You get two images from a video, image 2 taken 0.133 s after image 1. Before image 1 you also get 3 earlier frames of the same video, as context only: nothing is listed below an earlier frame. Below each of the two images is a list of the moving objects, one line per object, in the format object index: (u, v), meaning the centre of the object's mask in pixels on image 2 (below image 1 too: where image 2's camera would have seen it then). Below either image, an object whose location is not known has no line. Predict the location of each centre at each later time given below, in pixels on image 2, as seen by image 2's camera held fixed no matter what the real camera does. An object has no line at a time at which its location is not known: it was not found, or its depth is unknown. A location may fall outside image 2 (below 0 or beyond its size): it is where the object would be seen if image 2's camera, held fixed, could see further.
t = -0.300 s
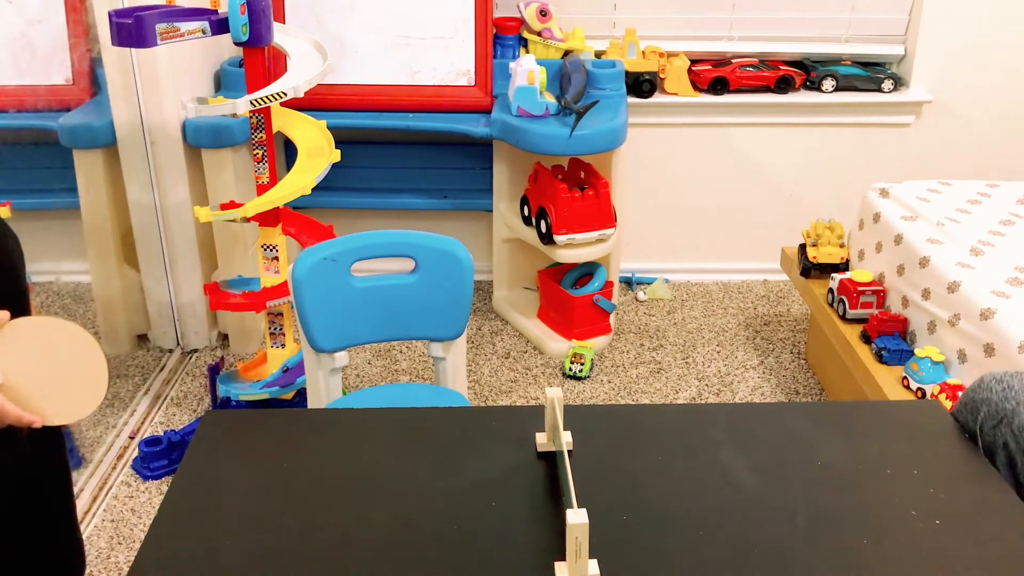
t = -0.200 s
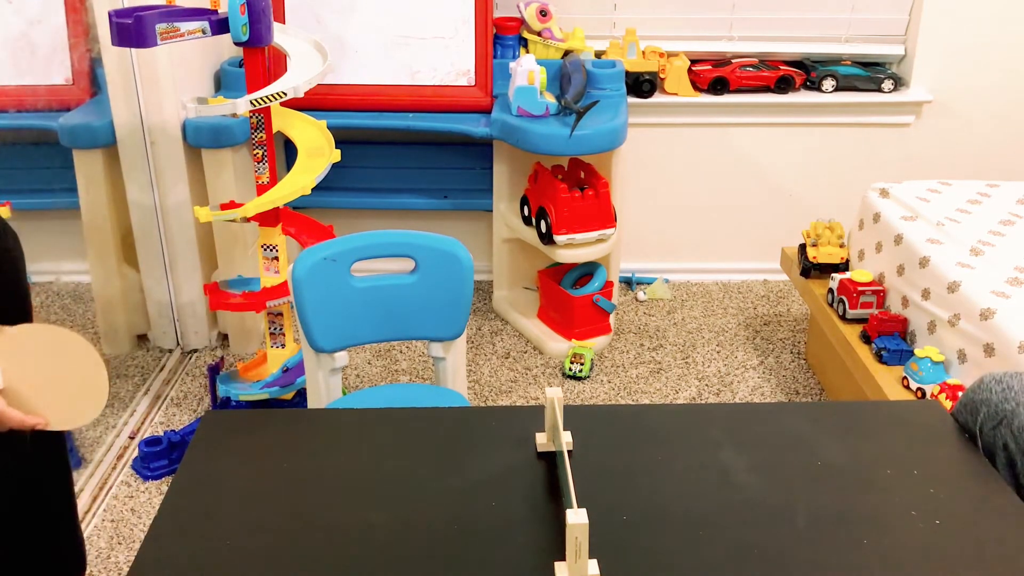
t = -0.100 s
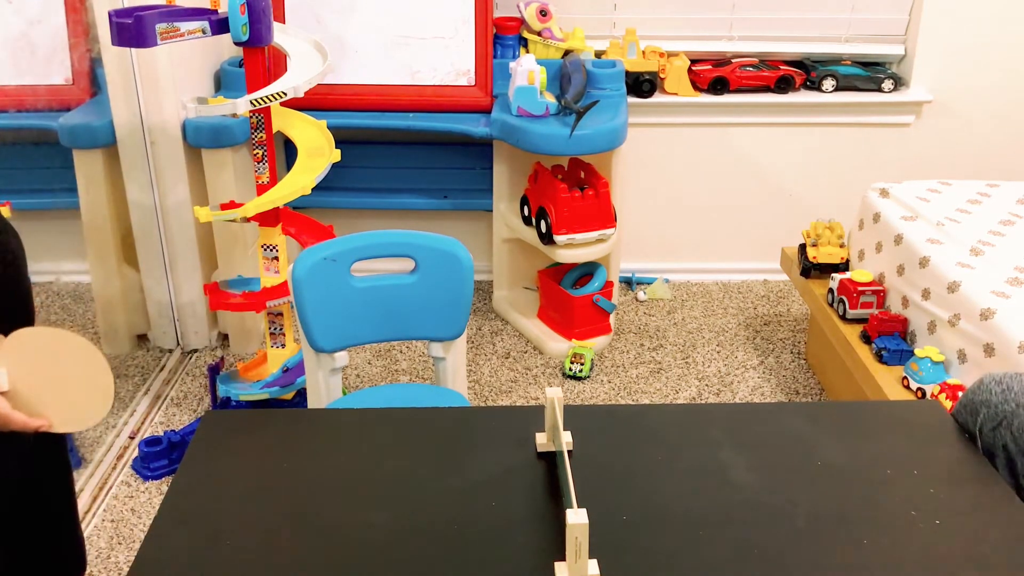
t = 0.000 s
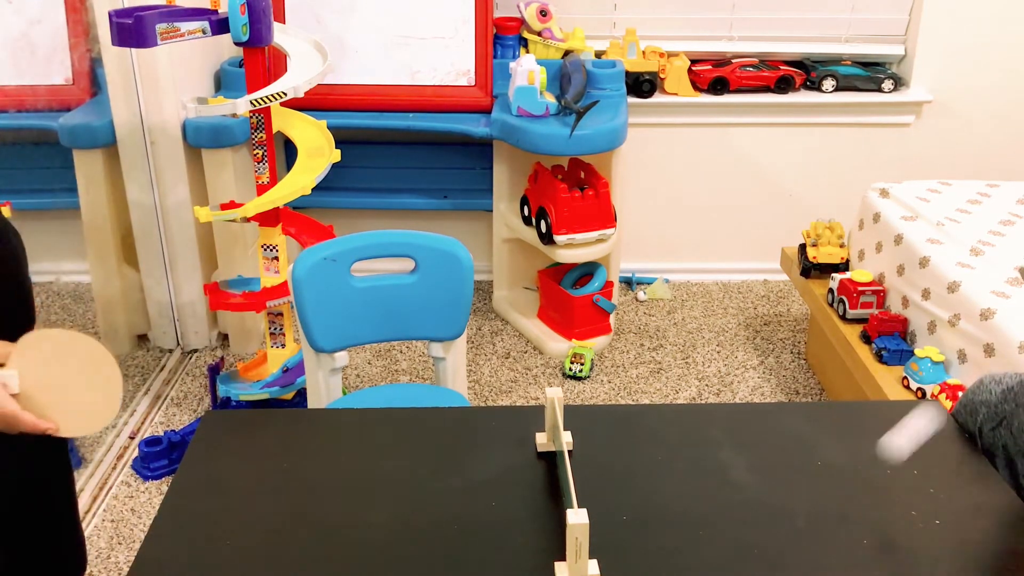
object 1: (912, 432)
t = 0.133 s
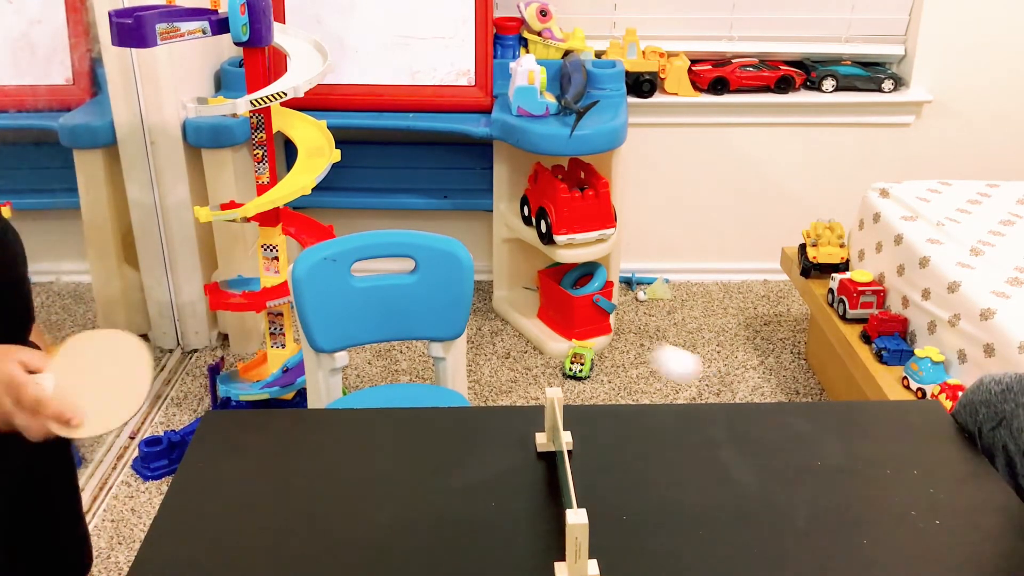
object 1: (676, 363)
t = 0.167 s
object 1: (618, 348)
